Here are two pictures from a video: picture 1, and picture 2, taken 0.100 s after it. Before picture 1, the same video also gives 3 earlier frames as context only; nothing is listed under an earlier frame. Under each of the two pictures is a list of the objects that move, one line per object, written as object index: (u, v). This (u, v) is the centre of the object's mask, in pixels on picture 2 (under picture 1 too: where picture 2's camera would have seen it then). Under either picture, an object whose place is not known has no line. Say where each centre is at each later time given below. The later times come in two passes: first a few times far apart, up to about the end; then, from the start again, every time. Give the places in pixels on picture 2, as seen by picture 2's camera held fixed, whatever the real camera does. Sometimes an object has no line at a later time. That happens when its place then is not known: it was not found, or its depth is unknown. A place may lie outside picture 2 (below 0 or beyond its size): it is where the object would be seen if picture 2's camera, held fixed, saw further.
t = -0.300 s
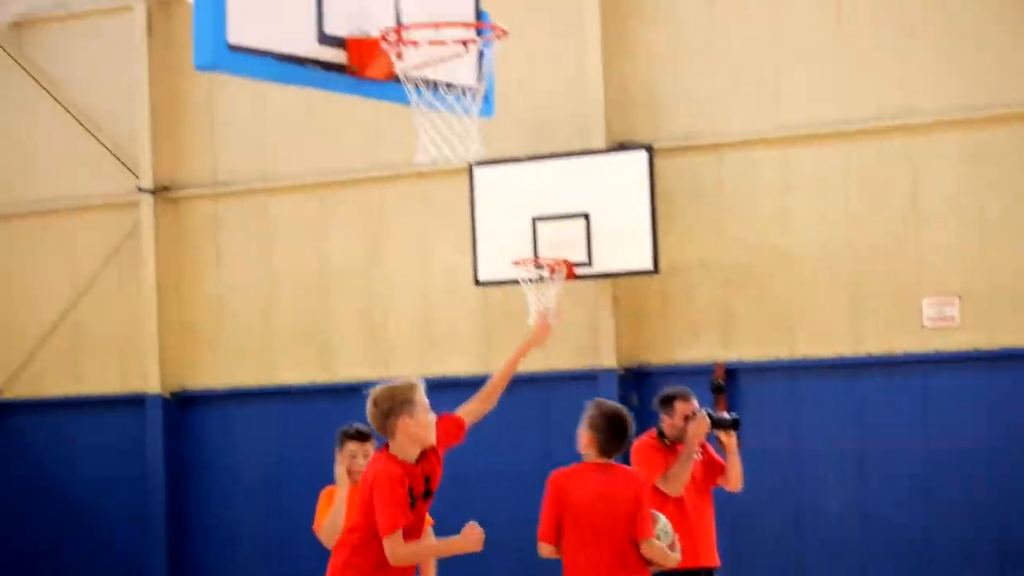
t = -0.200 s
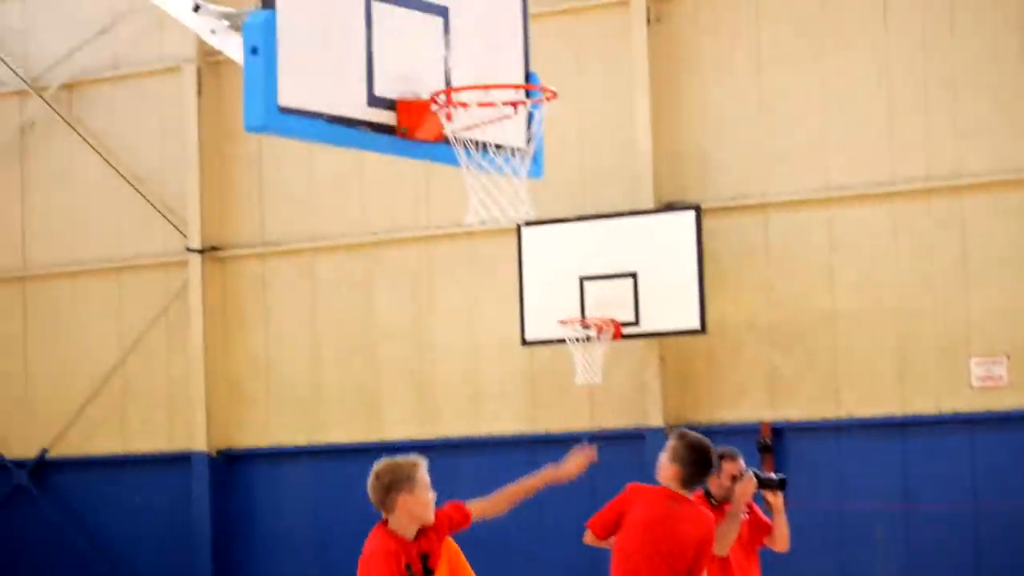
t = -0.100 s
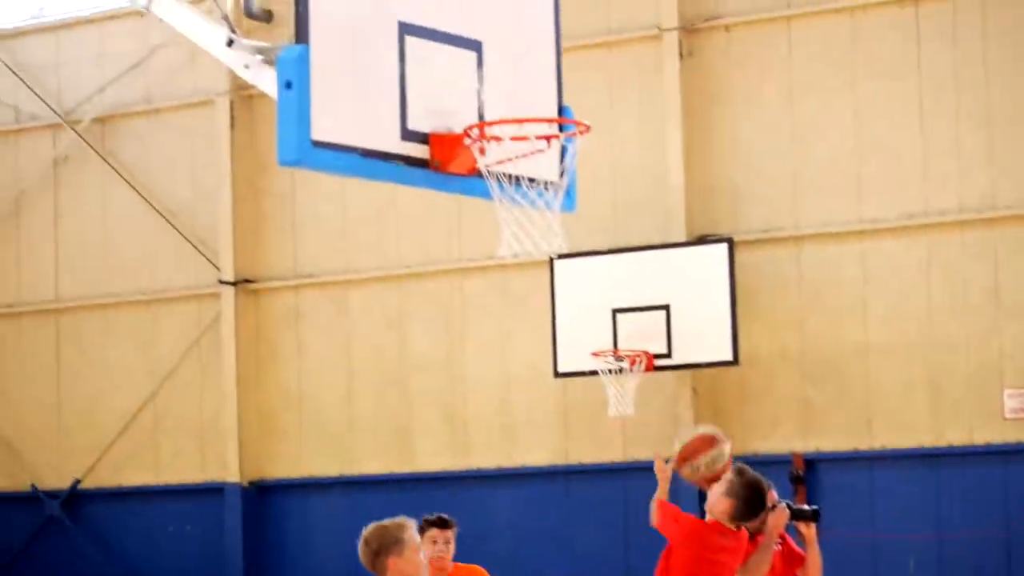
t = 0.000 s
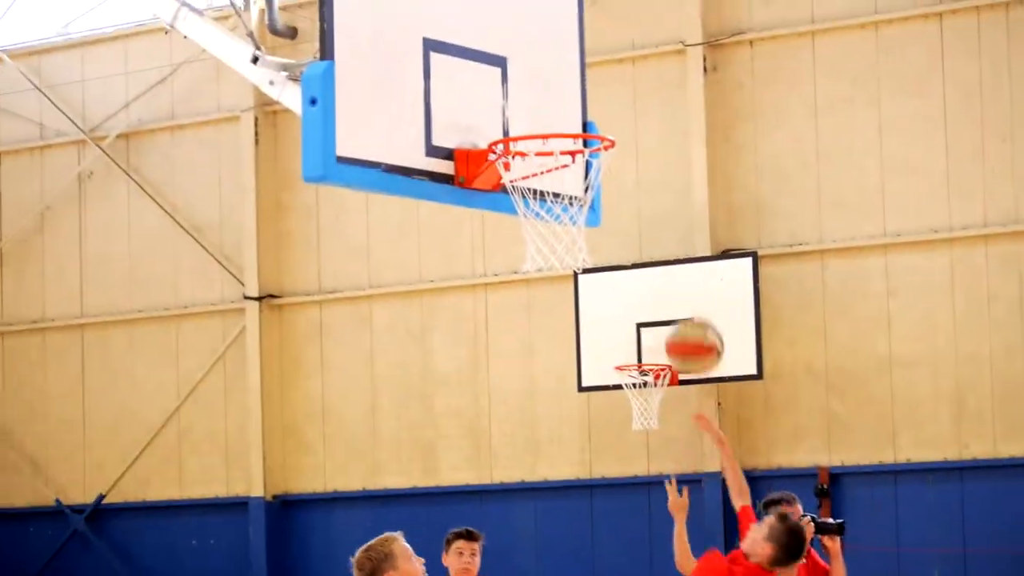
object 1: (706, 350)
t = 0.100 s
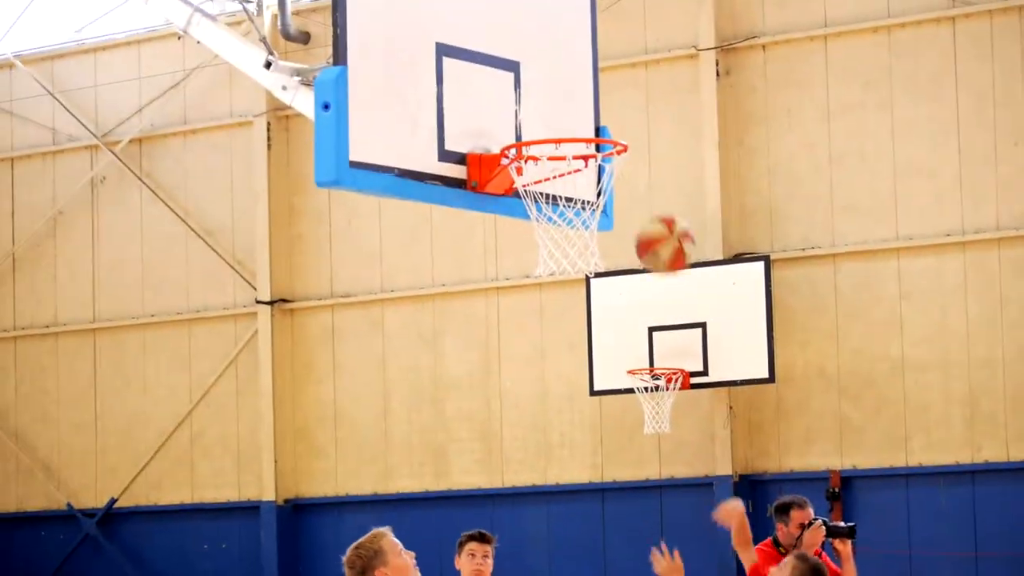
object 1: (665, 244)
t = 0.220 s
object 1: (624, 142)
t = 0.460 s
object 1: (542, 61)
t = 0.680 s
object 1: (556, 111)
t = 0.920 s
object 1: (579, 222)
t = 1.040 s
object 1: (589, 270)
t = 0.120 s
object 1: (657, 226)
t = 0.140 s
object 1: (648, 209)
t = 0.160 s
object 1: (640, 192)
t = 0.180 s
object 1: (637, 179)
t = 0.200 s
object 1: (634, 164)
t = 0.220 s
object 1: (624, 142)
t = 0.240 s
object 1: (609, 126)
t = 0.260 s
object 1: (599, 120)
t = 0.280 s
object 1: (592, 112)
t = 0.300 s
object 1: (584, 103)
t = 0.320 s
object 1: (576, 94)
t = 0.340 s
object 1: (568, 86)
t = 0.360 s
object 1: (560, 79)
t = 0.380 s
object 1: (552, 73)
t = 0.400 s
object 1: (544, 68)
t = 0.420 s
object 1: (539, 65)
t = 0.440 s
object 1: (541, 62)
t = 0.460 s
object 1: (542, 61)
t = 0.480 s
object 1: (543, 60)
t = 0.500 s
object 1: (544, 61)
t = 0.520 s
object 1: (546, 62)
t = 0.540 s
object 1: (547, 64)
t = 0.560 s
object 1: (548, 68)
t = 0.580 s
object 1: (549, 72)
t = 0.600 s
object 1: (551, 78)
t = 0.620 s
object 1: (552, 85)
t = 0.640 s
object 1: (553, 93)
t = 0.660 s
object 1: (555, 101)
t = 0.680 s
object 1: (556, 111)
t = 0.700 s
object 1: (557, 117)
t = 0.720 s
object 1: (559, 135)
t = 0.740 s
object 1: (560, 149)
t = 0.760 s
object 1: (562, 164)
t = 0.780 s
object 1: (562, 179)
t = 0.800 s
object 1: (567, 190)
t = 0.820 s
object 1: (570, 199)
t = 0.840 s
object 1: (573, 206)
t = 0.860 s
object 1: (576, 210)
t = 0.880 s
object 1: (578, 213)
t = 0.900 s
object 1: (578, 218)
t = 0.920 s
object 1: (579, 222)
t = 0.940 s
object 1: (580, 227)
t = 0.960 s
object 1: (581, 233)
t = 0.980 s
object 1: (583, 239)
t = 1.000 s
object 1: (586, 255)
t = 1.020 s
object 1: (587, 262)
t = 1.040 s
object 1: (589, 270)
